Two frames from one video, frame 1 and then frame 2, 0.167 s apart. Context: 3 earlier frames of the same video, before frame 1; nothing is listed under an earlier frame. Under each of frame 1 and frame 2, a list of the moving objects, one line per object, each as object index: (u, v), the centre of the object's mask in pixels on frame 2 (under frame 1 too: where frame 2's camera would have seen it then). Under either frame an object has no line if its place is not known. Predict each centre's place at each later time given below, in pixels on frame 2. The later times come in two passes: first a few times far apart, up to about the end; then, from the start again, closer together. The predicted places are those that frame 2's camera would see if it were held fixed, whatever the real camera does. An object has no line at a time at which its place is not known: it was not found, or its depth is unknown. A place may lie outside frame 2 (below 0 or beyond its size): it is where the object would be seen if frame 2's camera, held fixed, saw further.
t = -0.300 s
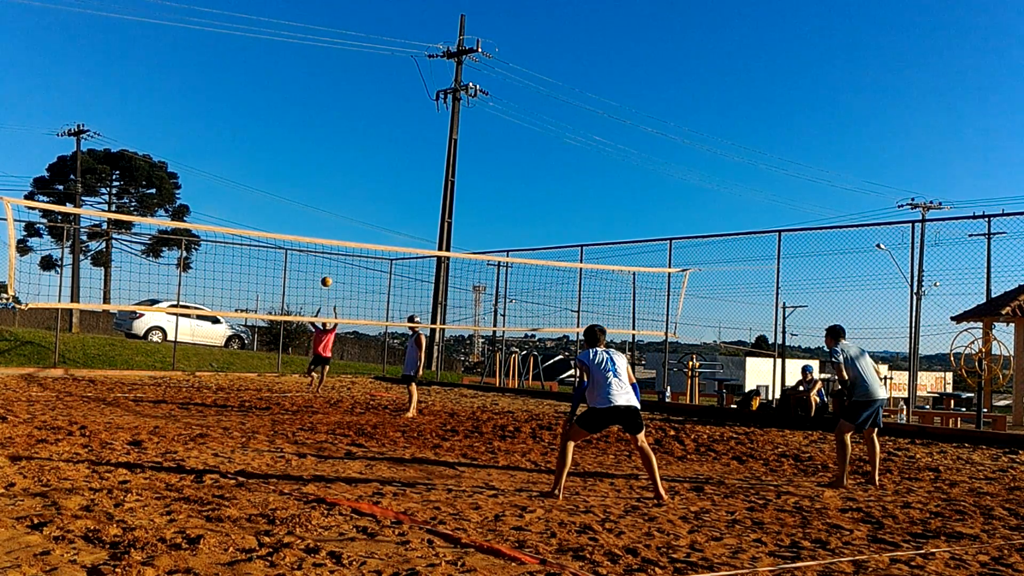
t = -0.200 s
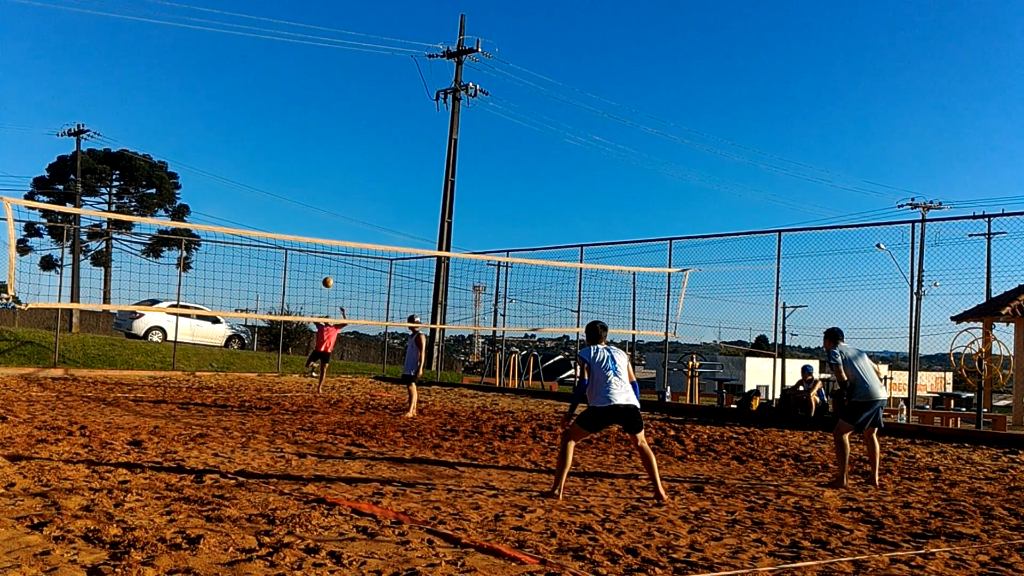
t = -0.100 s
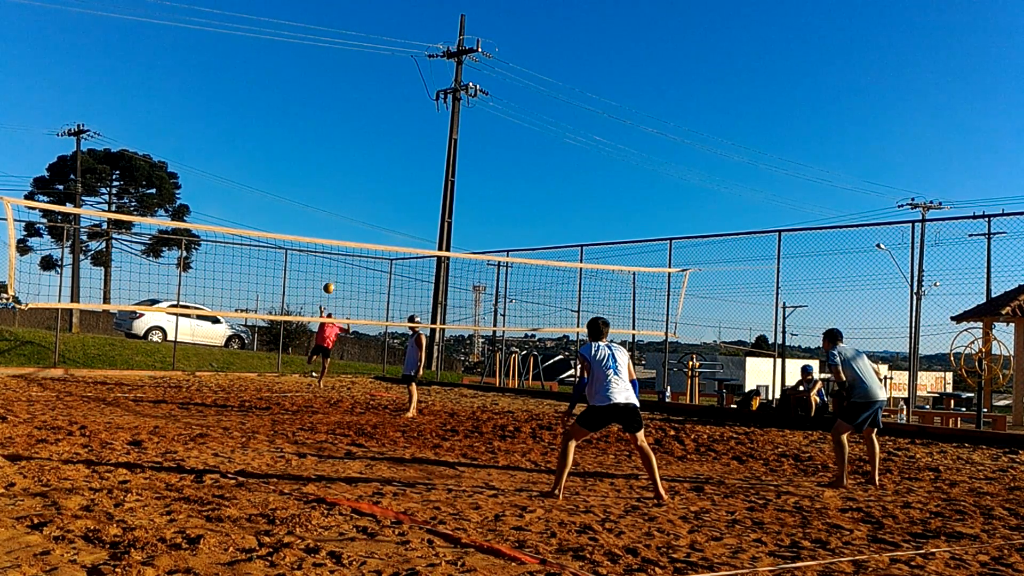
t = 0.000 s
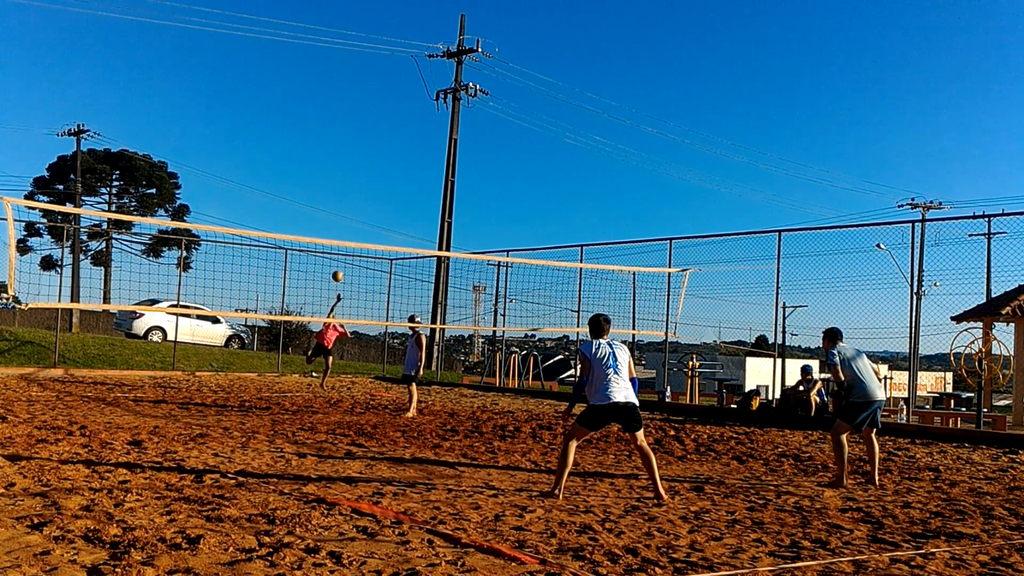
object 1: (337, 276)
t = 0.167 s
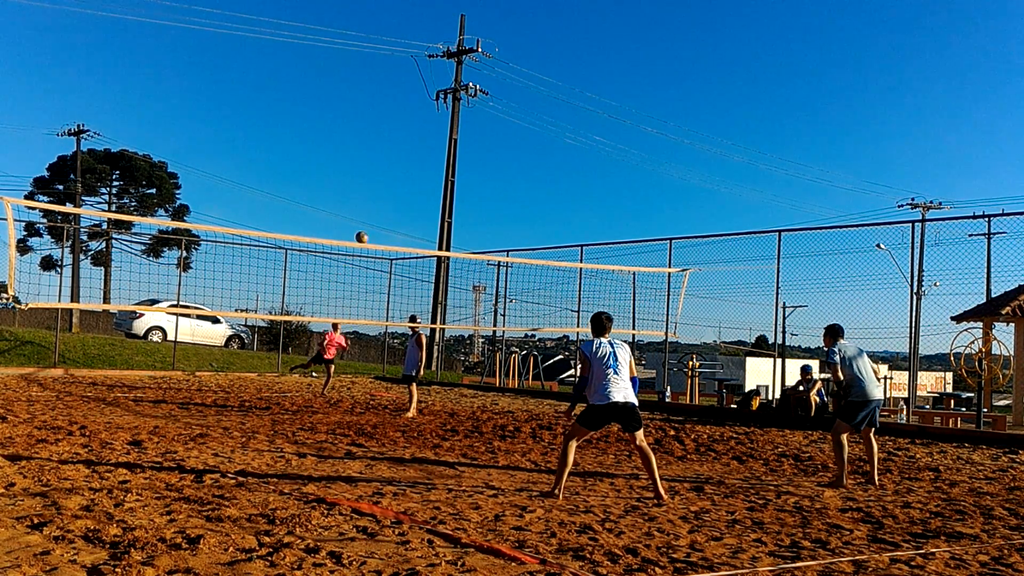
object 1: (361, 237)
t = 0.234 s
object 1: (372, 224)
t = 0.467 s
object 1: (411, 191)
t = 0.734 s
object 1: (464, 197)
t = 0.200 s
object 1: (366, 231)
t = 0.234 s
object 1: (372, 224)
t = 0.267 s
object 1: (377, 218)
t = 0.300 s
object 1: (382, 212)
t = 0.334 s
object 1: (388, 207)
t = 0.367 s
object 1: (393, 202)
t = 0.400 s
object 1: (399, 198)
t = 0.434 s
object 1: (405, 194)
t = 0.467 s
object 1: (411, 191)
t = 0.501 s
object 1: (416, 189)
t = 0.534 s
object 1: (423, 188)
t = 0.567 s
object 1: (429, 187)
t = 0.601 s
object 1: (435, 187)
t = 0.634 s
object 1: (442, 188)
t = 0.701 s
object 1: (456, 193)
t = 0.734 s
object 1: (464, 197)
